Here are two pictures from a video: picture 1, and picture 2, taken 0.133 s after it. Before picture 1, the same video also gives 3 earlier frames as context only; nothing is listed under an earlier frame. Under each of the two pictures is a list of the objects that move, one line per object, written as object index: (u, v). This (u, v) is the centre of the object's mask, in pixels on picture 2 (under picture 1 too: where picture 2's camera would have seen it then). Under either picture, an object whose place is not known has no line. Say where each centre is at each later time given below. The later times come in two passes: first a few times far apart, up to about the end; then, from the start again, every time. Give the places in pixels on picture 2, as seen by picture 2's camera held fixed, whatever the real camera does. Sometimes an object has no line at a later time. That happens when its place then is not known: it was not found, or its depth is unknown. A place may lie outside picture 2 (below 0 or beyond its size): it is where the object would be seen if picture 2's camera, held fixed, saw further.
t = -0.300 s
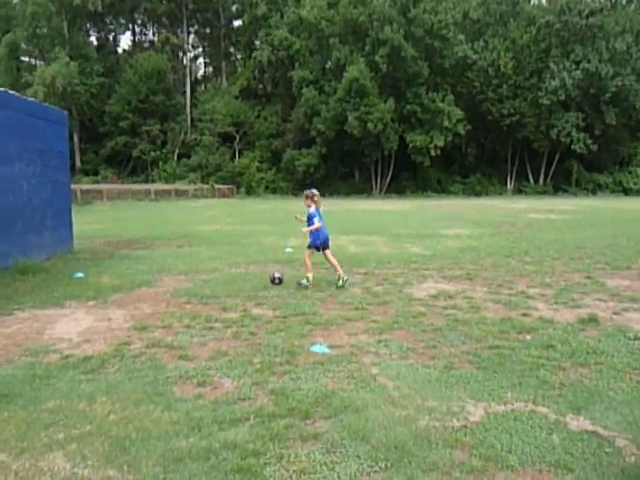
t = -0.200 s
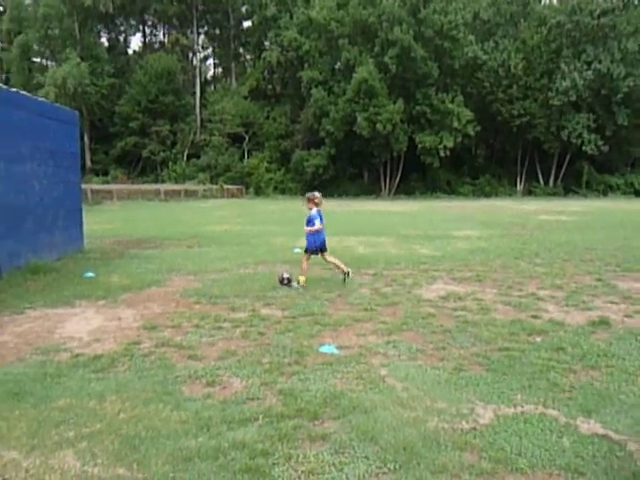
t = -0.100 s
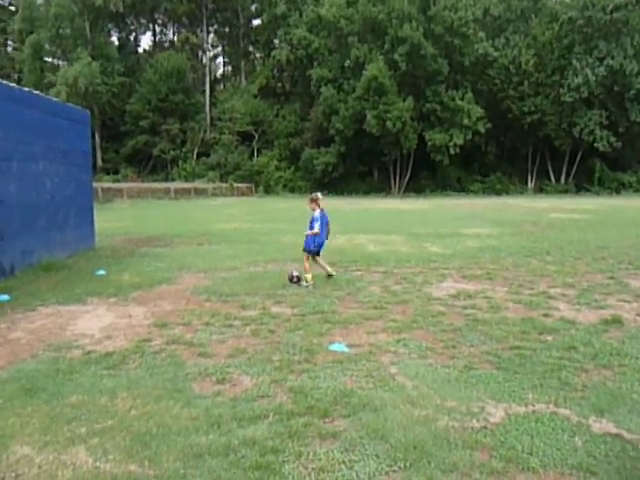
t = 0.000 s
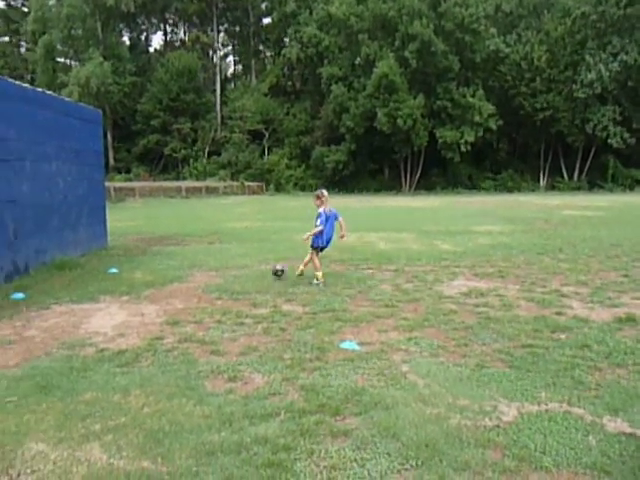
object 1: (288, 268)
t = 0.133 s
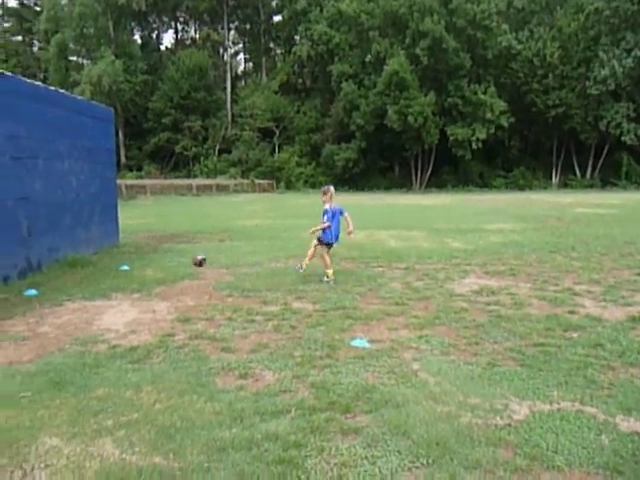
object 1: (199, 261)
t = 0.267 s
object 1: (112, 264)
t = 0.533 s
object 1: (92, 261)
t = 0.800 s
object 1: (192, 272)
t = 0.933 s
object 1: (232, 265)
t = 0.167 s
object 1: (177, 260)
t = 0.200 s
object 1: (155, 261)
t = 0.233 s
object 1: (134, 262)
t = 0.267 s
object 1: (112, 264)
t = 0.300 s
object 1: (92, 267)
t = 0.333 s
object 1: (70, 270)
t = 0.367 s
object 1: (53, 273)
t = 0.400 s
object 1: (40, 271)
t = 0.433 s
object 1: (54, 269)
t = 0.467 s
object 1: (67, 265)
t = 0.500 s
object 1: (79, 263)
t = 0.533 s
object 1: (92, 261)
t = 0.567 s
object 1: (105, 260)
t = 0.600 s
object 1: (118, 260)
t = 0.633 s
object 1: (131, 260)
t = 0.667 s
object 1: (143, 262)
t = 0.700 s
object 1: (156, 265)
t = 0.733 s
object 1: (168, 267)
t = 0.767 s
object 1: (181, 271)
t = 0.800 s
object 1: (192, 272)
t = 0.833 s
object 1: (202, 269)
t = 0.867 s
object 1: (212, 267)
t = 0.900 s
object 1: (222, 266)
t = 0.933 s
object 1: (232, 265)
